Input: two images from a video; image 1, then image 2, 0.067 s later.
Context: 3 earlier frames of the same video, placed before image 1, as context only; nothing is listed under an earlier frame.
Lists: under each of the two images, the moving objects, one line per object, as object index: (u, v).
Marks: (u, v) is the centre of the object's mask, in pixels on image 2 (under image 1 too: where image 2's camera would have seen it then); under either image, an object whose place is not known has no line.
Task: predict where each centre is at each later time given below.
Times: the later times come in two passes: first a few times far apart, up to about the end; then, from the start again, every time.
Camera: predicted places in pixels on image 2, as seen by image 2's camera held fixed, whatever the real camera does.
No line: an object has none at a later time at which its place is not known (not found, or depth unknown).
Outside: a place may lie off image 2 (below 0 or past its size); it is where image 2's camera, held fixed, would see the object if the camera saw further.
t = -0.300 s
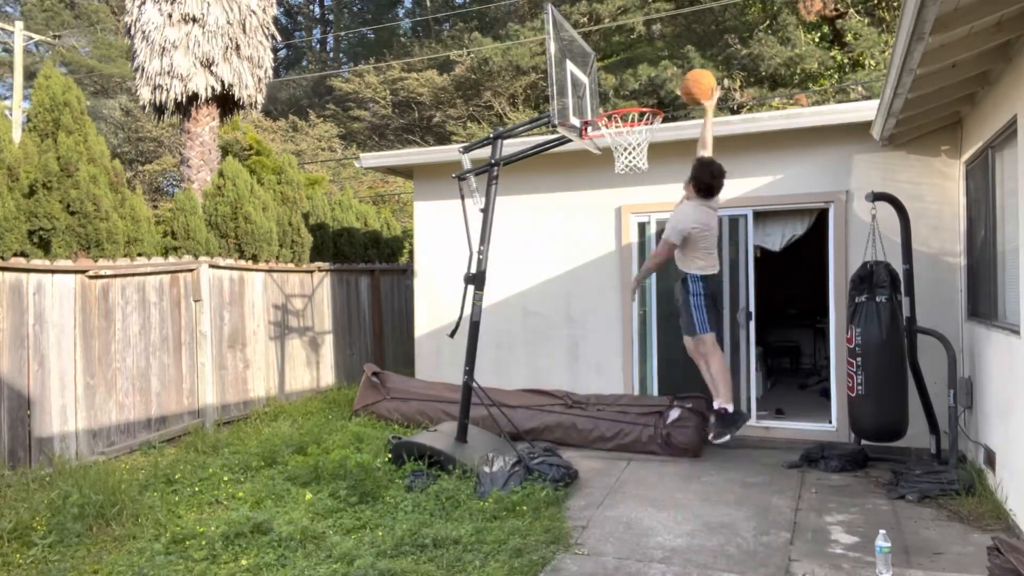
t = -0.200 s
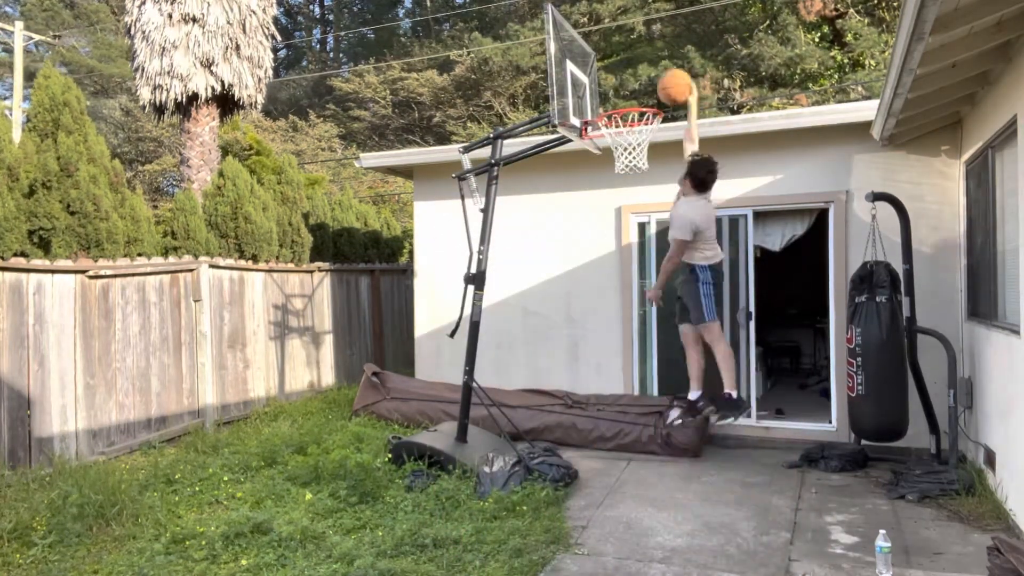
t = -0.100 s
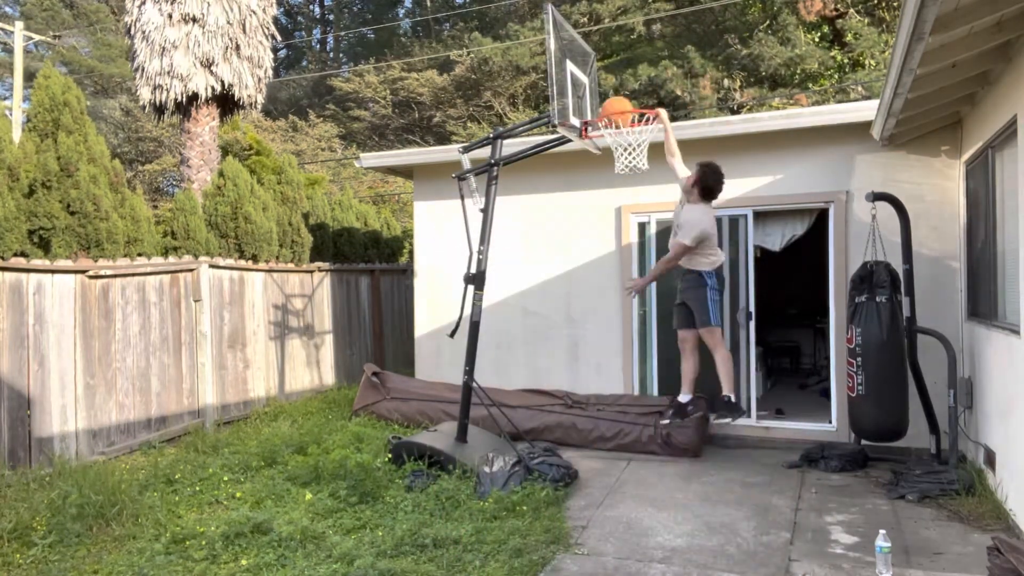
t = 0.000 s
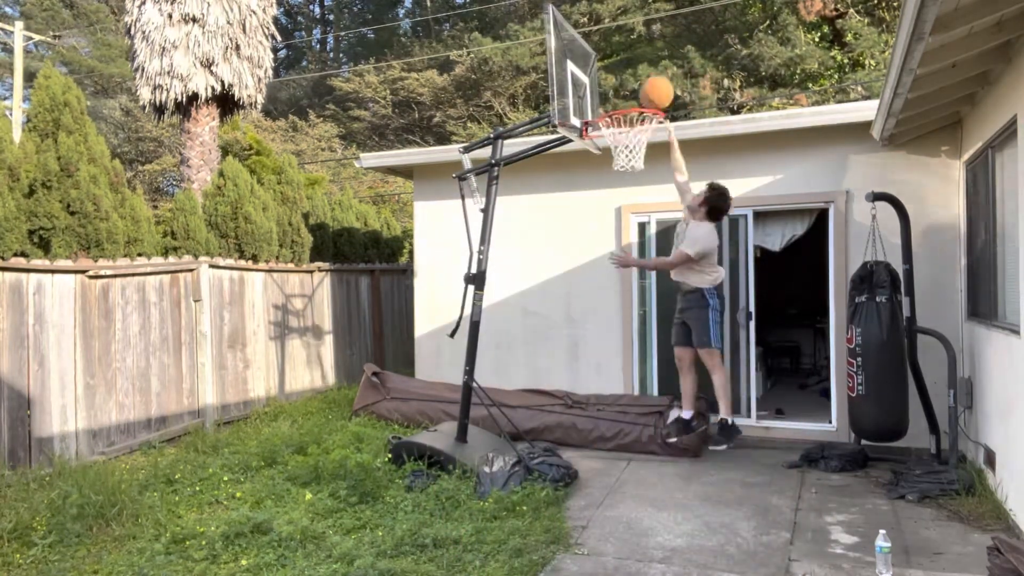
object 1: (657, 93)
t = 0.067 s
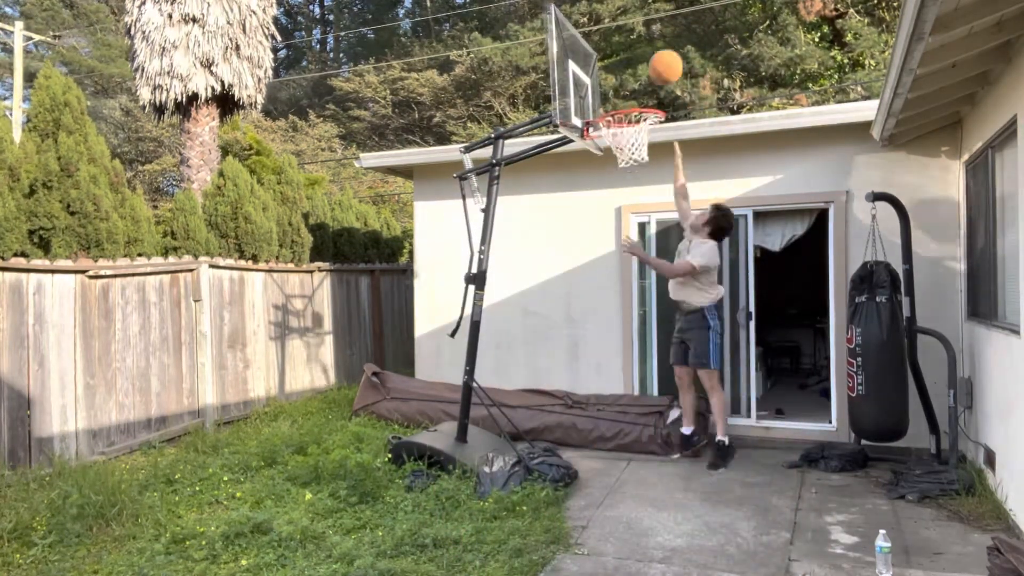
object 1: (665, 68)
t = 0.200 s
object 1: (684, 33)
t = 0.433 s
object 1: (717, 31)
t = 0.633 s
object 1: (747, 89)
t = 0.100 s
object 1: (670, 57)
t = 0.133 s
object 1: (675, 47)
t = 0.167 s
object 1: (679, 39)
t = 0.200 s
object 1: (684, 33)
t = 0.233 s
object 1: (689, 28)
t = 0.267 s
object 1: (693, 25)
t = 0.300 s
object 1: (698, 23)
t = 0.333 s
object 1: (703, 23)
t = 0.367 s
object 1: (708, 24)
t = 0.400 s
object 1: (712, 26)
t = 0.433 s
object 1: (717, 31)
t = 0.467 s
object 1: (722, 36)
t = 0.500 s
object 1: (727, 43)
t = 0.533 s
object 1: (732, 52)
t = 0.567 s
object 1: (737, 63)
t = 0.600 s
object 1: (742, 75)
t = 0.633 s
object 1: (747, 89)
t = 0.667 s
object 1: (752, 104)
